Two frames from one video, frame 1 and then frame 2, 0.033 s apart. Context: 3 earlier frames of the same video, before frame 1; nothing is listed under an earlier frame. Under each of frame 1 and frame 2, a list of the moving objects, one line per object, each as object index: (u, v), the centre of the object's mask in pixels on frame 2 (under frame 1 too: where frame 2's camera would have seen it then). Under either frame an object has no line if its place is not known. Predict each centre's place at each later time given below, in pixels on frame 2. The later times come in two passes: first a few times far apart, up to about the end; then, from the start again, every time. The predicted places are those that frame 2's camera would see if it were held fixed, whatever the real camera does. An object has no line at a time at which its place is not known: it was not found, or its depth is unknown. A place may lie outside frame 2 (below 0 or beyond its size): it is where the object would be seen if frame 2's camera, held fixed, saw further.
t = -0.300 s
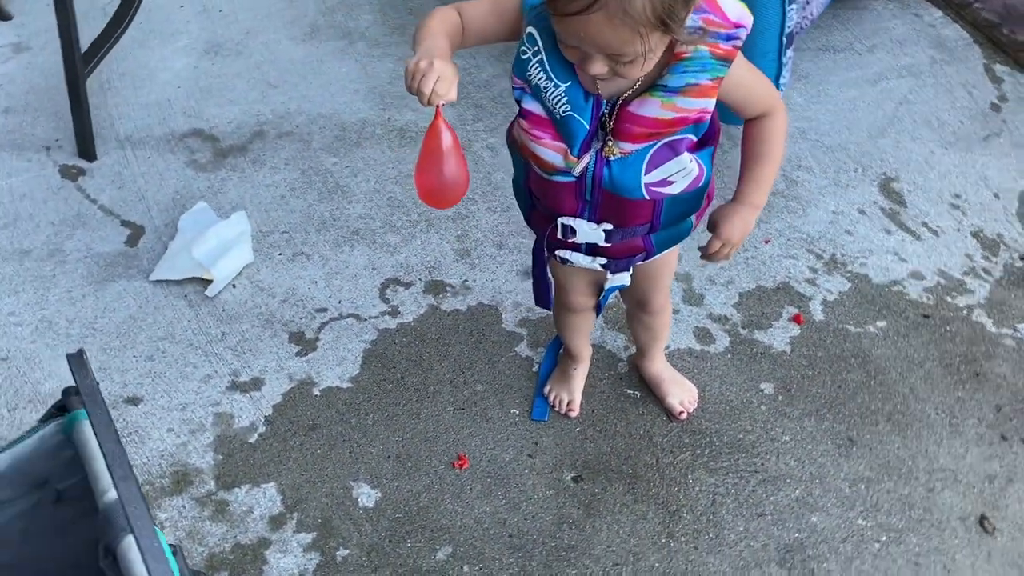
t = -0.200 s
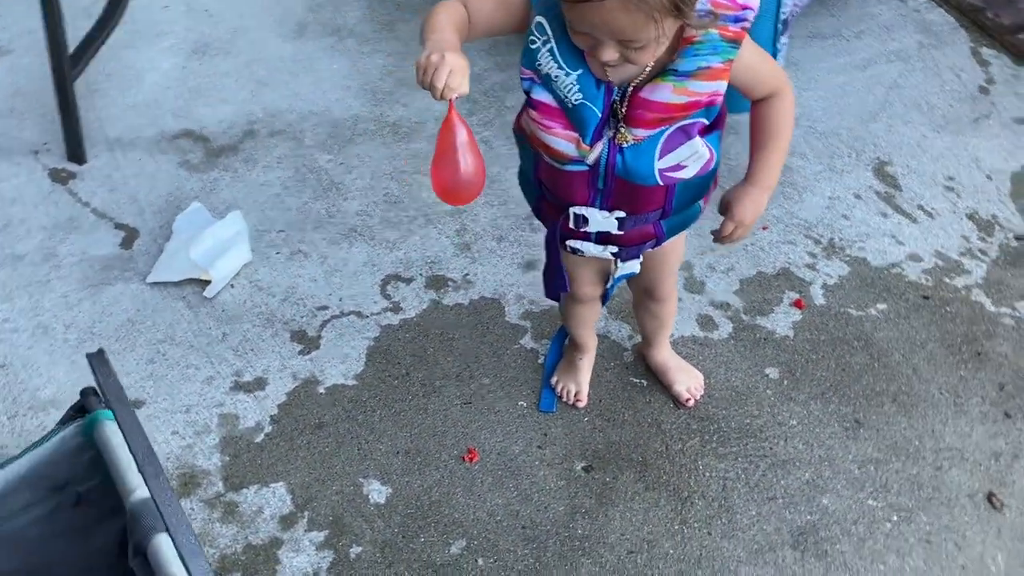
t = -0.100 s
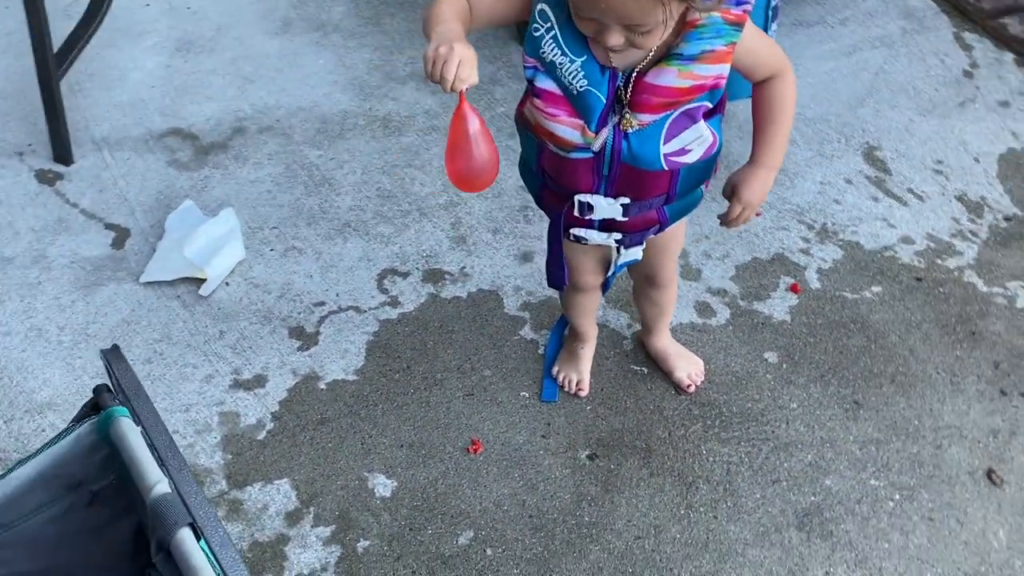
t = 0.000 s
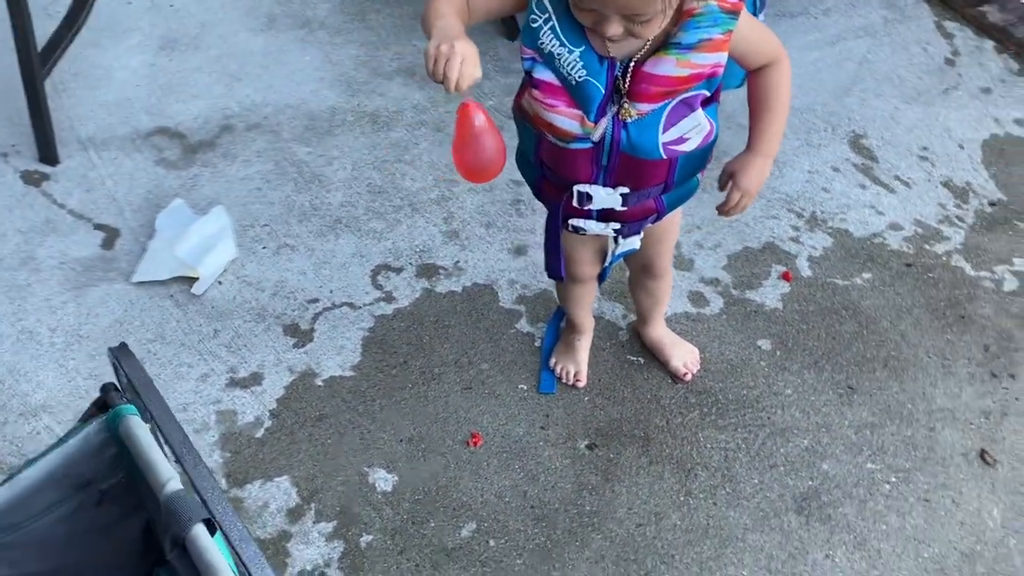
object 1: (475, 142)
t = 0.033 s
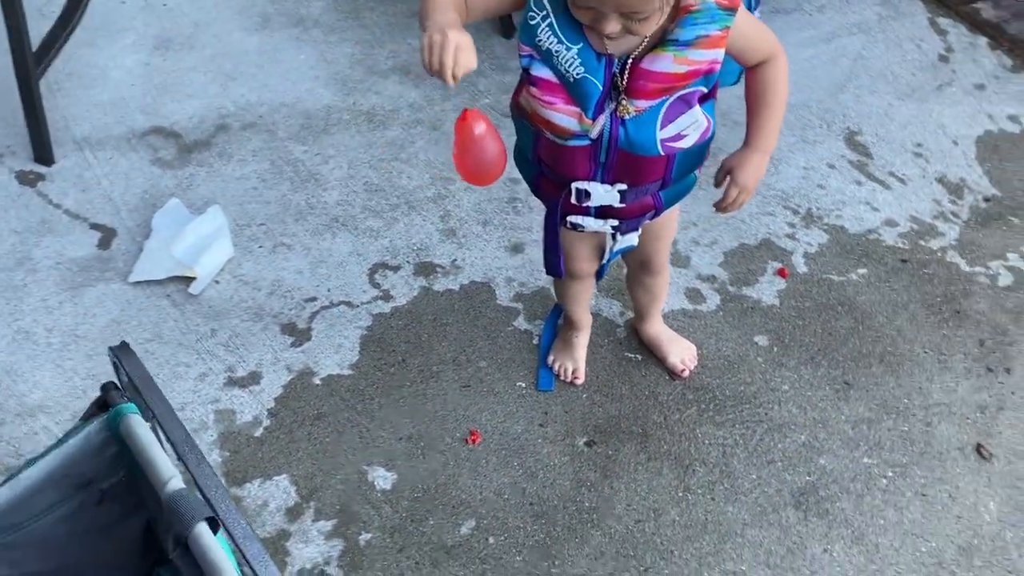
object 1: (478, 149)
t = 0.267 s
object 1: (515, 358)
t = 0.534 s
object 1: (483, 441)
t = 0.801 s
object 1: (518, 475)
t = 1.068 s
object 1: (542, 510)
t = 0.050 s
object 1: (479, 155)
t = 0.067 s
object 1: (482, 164)
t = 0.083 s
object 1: (484, 174)
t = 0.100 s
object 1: (486, 185)
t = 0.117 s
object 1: (489, 199)
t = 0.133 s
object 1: (492, 213)
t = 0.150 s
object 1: (495, 229)
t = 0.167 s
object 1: (498, 245)
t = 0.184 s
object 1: (501, 263)
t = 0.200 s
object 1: (504, 281)
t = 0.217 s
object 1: (507, 300)
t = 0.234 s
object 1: (510, 320)
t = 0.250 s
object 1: (512, 339)
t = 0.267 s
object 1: (515, 358)
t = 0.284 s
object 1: (516, 377)
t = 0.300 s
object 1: (517, 397)
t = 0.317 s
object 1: (519, 407)
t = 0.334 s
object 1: (517, 405)
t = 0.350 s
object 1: (513, 402)
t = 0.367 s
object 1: (512, 399)
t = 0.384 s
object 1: (508, 399)
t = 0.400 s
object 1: (507, 399)
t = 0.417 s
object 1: (503, 401)
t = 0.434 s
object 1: (500, 403)
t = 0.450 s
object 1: (497, 407)
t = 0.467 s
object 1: (494, 411)
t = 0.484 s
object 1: (491, 417)
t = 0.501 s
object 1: (488, 423)
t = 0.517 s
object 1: (486, 431)
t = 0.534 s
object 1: (483, 441)
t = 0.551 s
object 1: (482, 451)
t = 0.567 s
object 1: (480, 461)
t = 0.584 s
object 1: (478, 472)
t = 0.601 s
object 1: (479, 473)
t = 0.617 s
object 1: (480, 473)
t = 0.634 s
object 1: (487, 469)
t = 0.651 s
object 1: (490, 468)
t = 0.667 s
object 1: (494, 468)
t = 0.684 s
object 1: (497, 469)
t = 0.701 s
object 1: (499, 471)
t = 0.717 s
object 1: (503, 474)
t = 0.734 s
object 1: (507, 478)
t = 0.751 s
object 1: (510, 479)
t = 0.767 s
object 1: (512, 478)
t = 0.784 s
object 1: (515, 476)
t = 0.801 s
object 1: (518, 475)
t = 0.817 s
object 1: (520, 476)
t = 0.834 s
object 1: (523, 476)
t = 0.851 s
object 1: (526, 479)
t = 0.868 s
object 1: (530, 482)
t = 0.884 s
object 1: (532, 484)
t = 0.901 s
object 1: (533, 485)
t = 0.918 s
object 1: (533, 485)
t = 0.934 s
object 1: (535, 486)
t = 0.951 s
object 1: (536, 487)
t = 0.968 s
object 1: (537, 490)
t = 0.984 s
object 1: (539, 494)
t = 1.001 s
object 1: (540, 499)
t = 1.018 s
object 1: (540, 503)
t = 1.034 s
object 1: (541, 505)
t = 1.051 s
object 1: (542, 508)
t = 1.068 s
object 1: (542, 510)
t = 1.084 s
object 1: (543, 514)
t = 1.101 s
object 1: (544, 518)
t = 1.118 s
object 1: (546, 521)
